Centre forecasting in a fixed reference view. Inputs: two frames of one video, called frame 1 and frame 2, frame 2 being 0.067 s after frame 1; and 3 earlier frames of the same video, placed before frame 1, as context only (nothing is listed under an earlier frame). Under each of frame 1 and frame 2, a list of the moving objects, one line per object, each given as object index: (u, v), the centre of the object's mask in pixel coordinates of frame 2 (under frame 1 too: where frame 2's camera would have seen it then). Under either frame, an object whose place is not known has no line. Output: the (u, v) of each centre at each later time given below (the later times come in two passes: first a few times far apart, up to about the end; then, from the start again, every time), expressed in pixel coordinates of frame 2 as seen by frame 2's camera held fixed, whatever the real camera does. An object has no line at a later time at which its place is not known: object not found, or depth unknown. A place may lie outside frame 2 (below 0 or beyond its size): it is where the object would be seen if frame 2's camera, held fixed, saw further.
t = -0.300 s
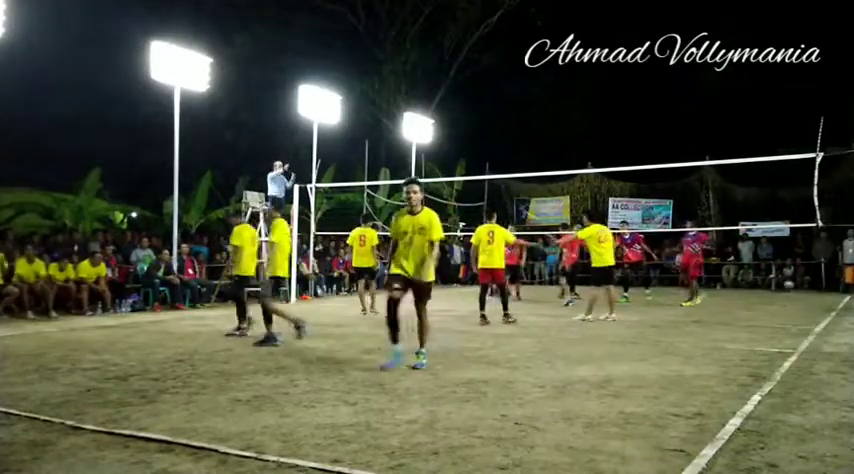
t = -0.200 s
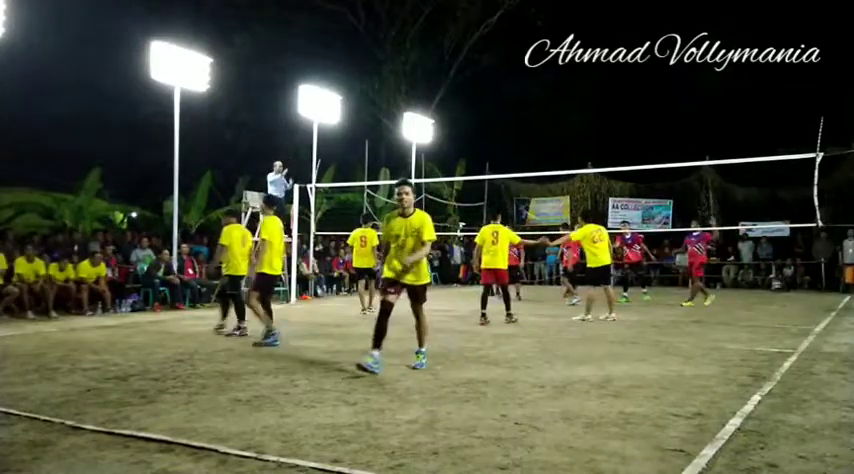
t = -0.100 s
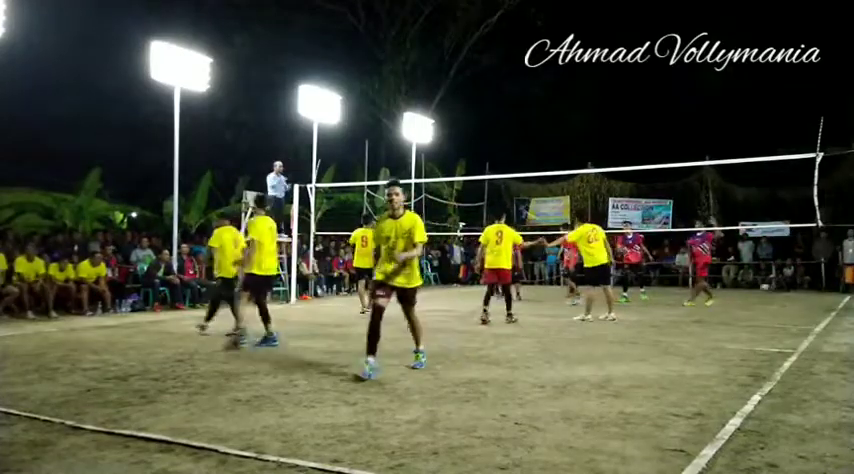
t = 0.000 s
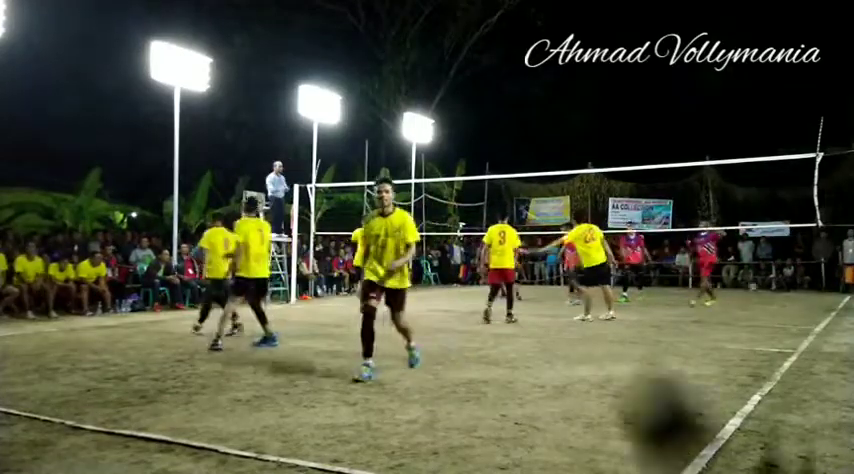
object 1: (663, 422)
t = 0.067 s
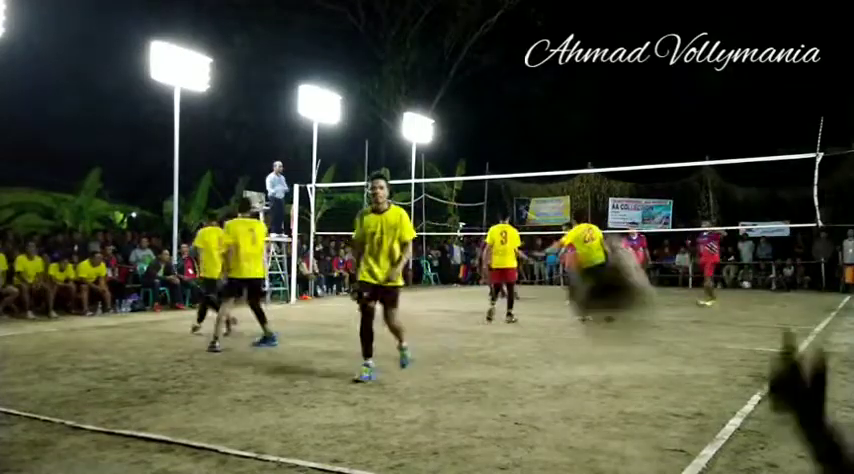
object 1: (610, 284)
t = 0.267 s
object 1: (478, 75)
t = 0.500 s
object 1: (391, 38)
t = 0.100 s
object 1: (580, 224)
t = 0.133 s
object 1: (553, 184)
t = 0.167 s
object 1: (531, 142)
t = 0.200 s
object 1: (513, 120)
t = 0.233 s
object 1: (493, 94)
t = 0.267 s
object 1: (478, 75)
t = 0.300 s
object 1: (462, 59)
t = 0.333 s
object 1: (449, 49)
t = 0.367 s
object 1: (435, 41)
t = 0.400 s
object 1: (422, 36)
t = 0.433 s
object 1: (412, 34)
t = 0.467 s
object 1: (401, 35)
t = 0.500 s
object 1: (391, 38)
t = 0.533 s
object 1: (382, 44)
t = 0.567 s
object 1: (373, 50)
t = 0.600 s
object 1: (365, 59)
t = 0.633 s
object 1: (357, 69)
